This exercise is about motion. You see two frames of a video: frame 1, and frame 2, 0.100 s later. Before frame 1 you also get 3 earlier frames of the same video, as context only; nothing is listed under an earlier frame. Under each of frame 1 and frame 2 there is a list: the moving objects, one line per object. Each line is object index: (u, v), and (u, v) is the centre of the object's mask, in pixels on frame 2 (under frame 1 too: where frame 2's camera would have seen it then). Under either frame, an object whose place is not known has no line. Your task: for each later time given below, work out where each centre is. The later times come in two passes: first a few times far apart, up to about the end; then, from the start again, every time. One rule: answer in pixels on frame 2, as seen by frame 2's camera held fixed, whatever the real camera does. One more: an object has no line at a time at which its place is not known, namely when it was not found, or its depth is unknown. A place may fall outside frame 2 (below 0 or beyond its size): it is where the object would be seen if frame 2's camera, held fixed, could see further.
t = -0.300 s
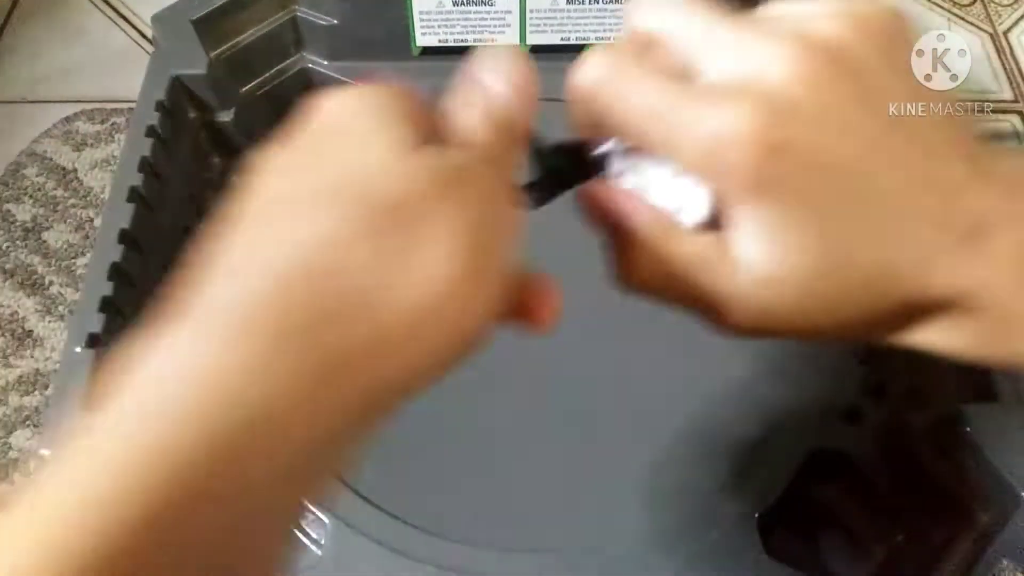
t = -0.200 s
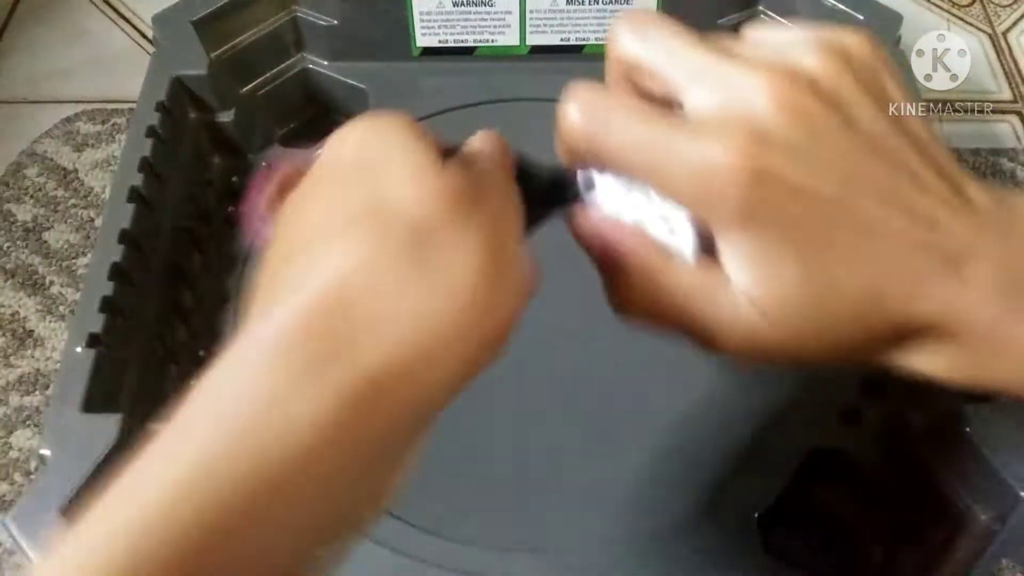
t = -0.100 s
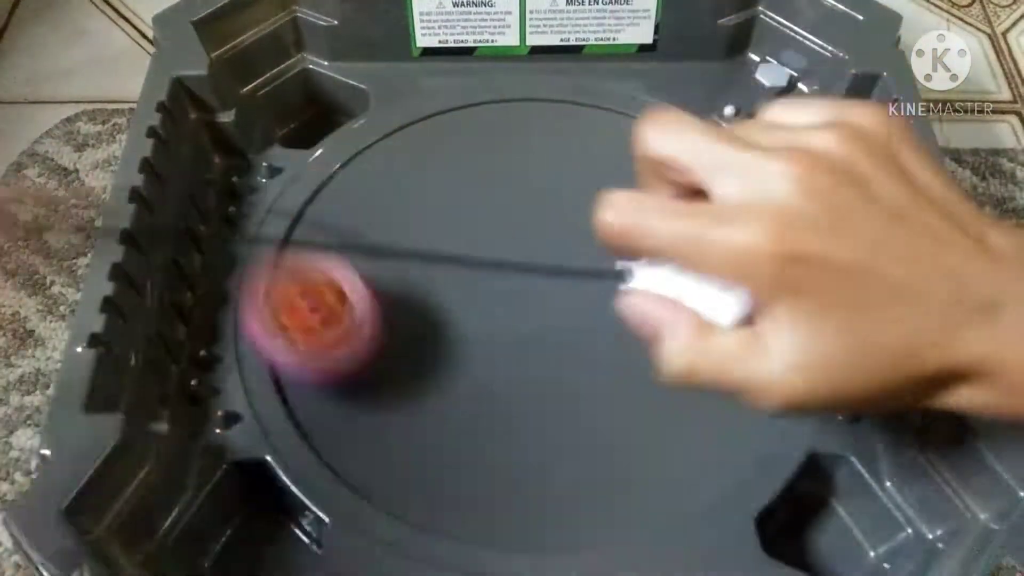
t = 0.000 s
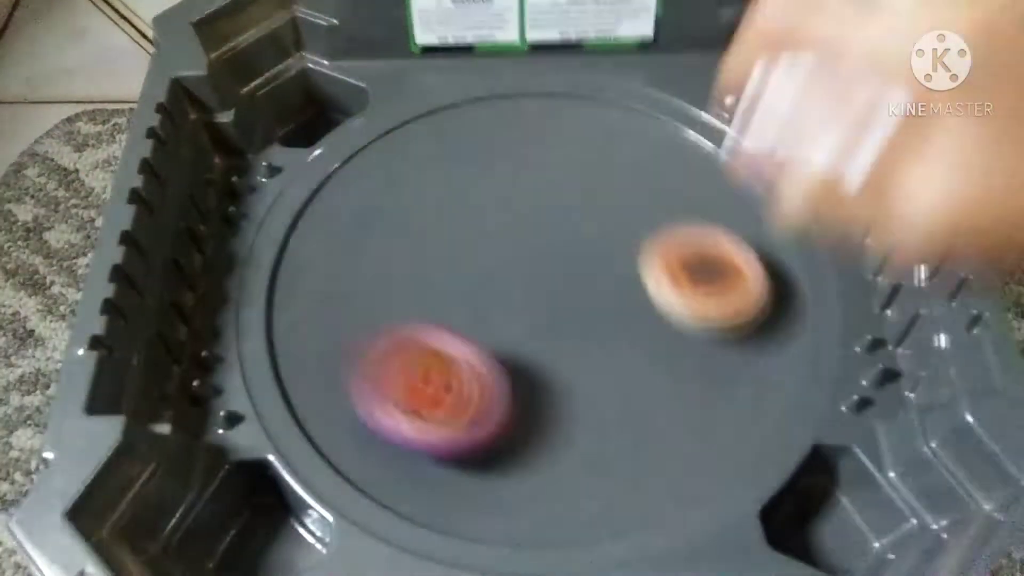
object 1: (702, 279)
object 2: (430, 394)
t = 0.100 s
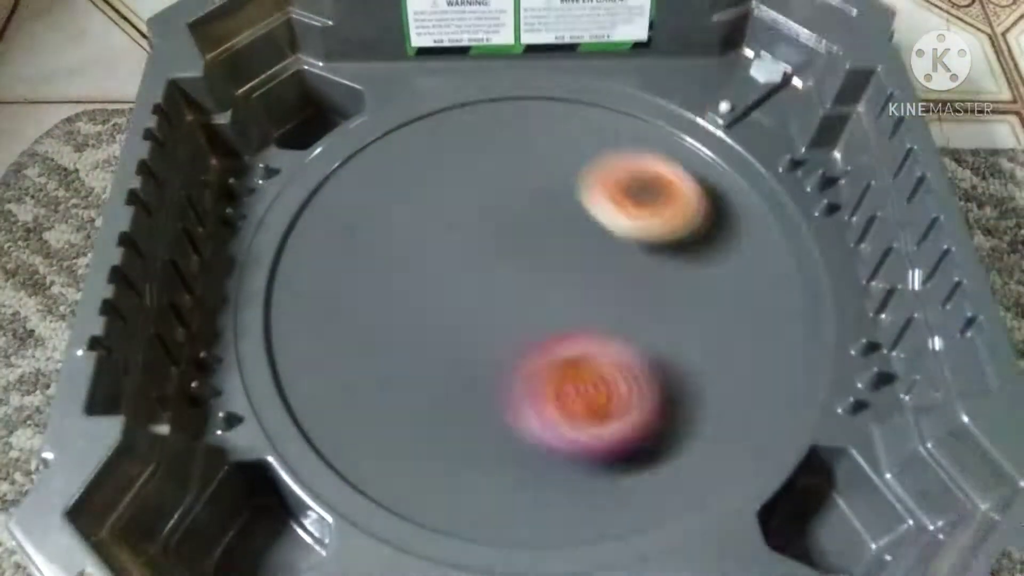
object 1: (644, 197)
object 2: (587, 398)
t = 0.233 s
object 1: (549, 130)
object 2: (713, 300)
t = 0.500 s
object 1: (439, 196)
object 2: (616, 90)
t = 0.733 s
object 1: (532, 347)
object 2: (382, 167)
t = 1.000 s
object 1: (722, 324)
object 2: (477, 397)
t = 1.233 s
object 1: (808, 222)
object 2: (640, 375)
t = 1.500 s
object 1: (734, 217)
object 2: (561, 224)
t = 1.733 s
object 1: (512, 281)
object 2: (382, 281)
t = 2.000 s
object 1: (446, 288)
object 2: (455, 441)
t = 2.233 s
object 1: (518, 225)
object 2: (603, 317)
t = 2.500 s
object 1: (545, 77)
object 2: (573, 211)
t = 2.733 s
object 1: (622, 135)
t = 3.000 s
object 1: (547, 212)
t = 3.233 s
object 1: (478, 86)
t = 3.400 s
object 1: (518, 146)
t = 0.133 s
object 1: (619, 175)
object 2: (629, 382)
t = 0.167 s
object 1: (595, 156)
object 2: (664, 358)
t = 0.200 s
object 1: (571, 142)
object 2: (694, 329)
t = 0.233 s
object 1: (549, 130)
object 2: (713, 300)
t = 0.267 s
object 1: (527, 122)
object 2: (726, 269)
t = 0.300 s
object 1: (506, 119)
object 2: (731, 237)
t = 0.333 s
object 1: (488, 120)
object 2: (728, 205)
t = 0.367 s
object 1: (471, 127)
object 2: (718, 173)
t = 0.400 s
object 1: (458, 137)
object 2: (702, 143)
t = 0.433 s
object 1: (448, 153)
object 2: (682, 114)
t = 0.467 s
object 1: (441, 173)
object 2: (653, 97)
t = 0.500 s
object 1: (439, 196)
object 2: (616, 90)
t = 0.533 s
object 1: (441, 219)
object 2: (576, 91)
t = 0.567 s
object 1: (447, 243)
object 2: (537, 91)
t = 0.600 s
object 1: (458, 268)
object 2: (498, 93)
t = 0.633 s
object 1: (472, 290)
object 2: (461, 101)
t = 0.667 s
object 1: (490, 311)
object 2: (430, 114)
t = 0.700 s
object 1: (511, 331)
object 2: (403, 138)
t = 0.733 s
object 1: (532, 347)
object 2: (382, 167)
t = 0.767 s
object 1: (552, 358)
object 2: (375, 203)
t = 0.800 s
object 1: (571, 366)
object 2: (376, 240)
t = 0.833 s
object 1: (587, 371)
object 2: (390, 279)
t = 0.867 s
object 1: (601, 369)
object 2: (415, 314)
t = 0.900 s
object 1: (610, 365)
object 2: (447, 345)
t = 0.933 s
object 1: (622, 358)
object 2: (479, 367)
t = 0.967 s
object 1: (671, 342)
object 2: (478, 384)
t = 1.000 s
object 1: (722, 324)
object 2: (477, 397)
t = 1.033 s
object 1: (767, 305)
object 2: (483, 407)
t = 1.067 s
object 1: (802, 286)
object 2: (496, 412)
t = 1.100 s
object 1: (816, 265)
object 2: (517, 414)
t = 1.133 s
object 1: (816, 251)
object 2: (544, 411)
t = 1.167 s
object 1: (814, 240)
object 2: (578, 403)
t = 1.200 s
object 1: (811, 230)
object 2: (610, 392)
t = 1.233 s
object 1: (808, 222)
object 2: (640, 375)
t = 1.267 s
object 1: (803, 215)
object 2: (663, 354)
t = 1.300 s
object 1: (799, 211)
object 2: (679, 330)
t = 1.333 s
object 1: (791, 210)
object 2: (689, 304)
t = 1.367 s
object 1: (781, 213)
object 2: (687, 280)
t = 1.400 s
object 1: (785, 206)
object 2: (657, 263)
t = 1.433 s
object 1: (776, 207)
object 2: (624, 247)
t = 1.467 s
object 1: (758, 212)
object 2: (593, 234)
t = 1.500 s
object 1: (734, 217)
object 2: (561, 224)
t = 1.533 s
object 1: (707, 226)
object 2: (530, 217)
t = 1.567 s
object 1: (676, 235)
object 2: (501, 217)
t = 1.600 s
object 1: (641, 246)
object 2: (475, 221)
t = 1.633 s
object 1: (604, 256)
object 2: (451, 232)
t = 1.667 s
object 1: (570, 265)
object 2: (431, 247)
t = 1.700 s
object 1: (536, 275)
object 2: (411, 264)
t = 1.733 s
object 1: (512, 281)
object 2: (382, 281)
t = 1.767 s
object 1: (496, 288)
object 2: (357, 301)
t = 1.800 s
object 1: (481, 294)
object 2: (343, 324)
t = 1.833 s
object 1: (469, 297)
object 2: (339, 350)
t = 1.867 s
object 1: (459, 299)
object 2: (346, 376)
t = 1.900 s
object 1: (451, 299)
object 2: (362, 401)
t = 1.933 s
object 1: (447, 297)
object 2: (387, 421)
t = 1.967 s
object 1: (445, 293)
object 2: (419, 436)
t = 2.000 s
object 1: (446, 288)
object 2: (455, 441)
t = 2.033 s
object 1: (450, 282)
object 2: (488, 438)
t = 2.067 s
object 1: (457, 274)
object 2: (519, 427)
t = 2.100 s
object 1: (466, 266)
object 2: (548, 412)
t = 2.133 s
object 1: (476, 256)
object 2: (570, 392)
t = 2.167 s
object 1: (489, 246)
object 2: (586, 368)
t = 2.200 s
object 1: (503, 236)
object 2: (599, 342)
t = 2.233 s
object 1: (518, 225)
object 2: (603, 317)
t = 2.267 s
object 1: (528, 209)
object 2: (610, 299)
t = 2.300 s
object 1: (523, 180)
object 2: (623, 291)
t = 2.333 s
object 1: (520, 153)
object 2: (628, 281)
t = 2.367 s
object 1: (520, 128)
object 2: (628, 268)
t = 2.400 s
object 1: (523, 107)
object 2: (622, 254)
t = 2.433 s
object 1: (528, 92)
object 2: (611, 238)
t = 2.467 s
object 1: (535, 81)
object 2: (594, 223)
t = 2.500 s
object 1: (545, 77)
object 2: (573, 211)
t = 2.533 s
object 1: (555, 87)
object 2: (550, 203)
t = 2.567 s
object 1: (565, 98)
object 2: (525, 201)
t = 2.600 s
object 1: (579, 100)
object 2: (498, 213)
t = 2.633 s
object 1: (593, 104)
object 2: (477, 230)
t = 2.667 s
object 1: (605, 110)
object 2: (461, 251)
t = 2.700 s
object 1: (615, 121)
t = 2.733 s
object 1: (622, 135)
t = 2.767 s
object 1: (625, 151)
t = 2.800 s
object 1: (623, 169)
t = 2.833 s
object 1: (618, 188)
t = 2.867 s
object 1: (609, 209)
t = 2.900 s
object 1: (596, 229)
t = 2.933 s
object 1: (579, 249)
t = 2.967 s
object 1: (563, 244)
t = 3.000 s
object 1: (547, 212)
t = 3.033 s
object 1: (530, 180)
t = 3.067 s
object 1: (514, 153)
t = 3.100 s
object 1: (500, 128)
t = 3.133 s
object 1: (490, 109)
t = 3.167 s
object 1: (482, 95)
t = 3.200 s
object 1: (478, 88)
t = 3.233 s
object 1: (478, 86)
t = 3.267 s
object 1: (482, 90)
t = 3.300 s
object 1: (489, 99)
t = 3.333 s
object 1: (498, 111)
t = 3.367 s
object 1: (508, 127)
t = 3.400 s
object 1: (518, 146)
